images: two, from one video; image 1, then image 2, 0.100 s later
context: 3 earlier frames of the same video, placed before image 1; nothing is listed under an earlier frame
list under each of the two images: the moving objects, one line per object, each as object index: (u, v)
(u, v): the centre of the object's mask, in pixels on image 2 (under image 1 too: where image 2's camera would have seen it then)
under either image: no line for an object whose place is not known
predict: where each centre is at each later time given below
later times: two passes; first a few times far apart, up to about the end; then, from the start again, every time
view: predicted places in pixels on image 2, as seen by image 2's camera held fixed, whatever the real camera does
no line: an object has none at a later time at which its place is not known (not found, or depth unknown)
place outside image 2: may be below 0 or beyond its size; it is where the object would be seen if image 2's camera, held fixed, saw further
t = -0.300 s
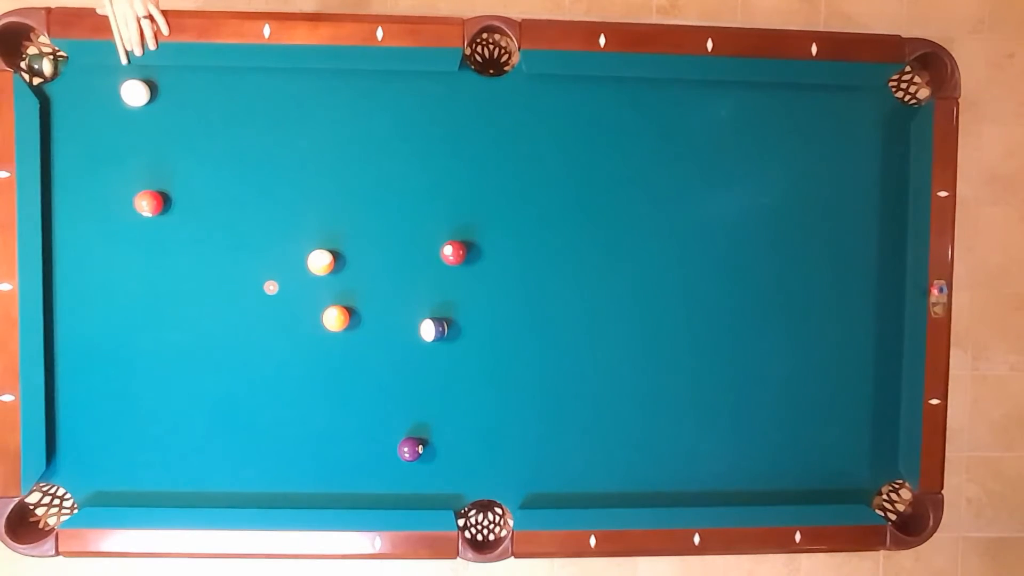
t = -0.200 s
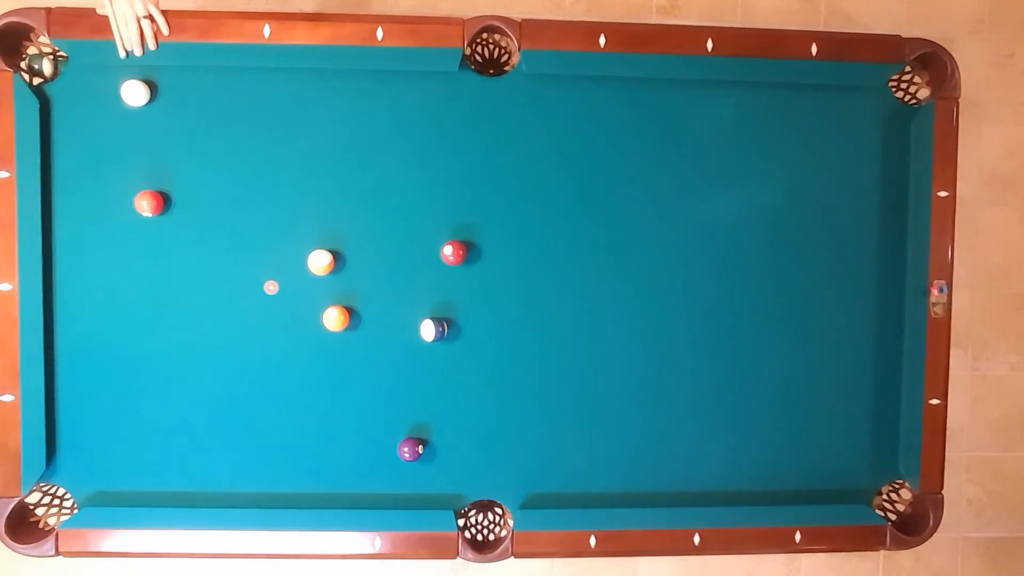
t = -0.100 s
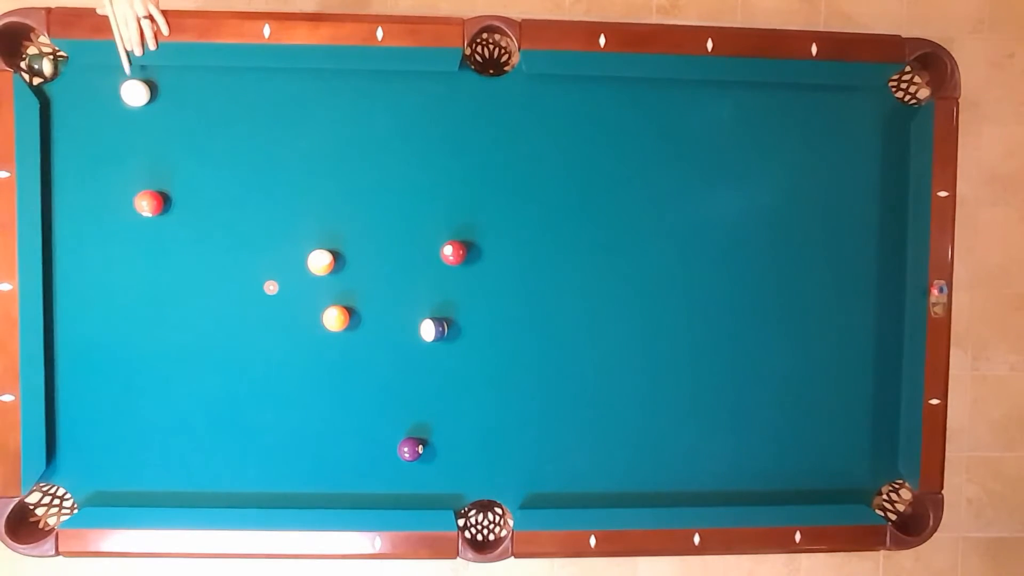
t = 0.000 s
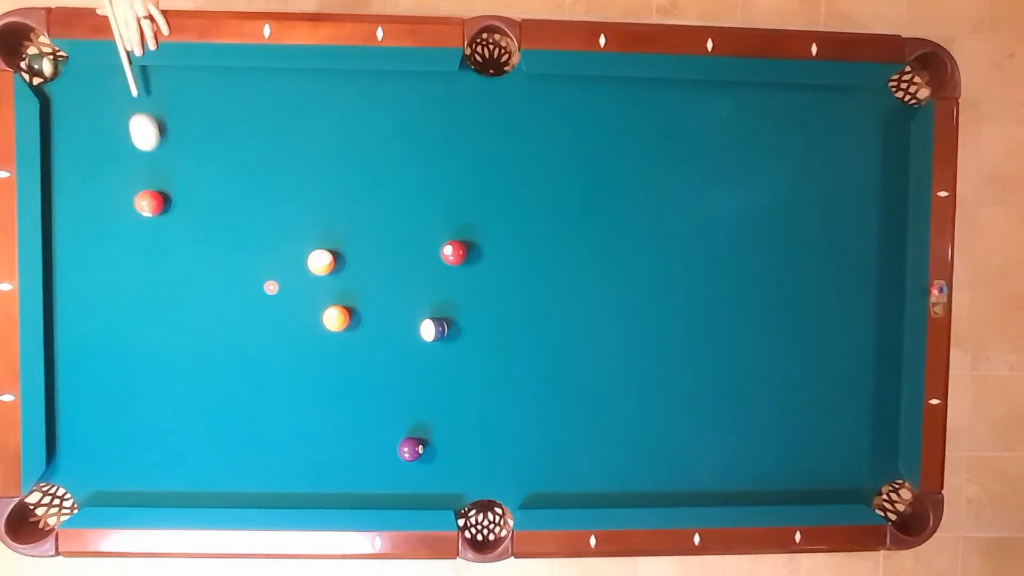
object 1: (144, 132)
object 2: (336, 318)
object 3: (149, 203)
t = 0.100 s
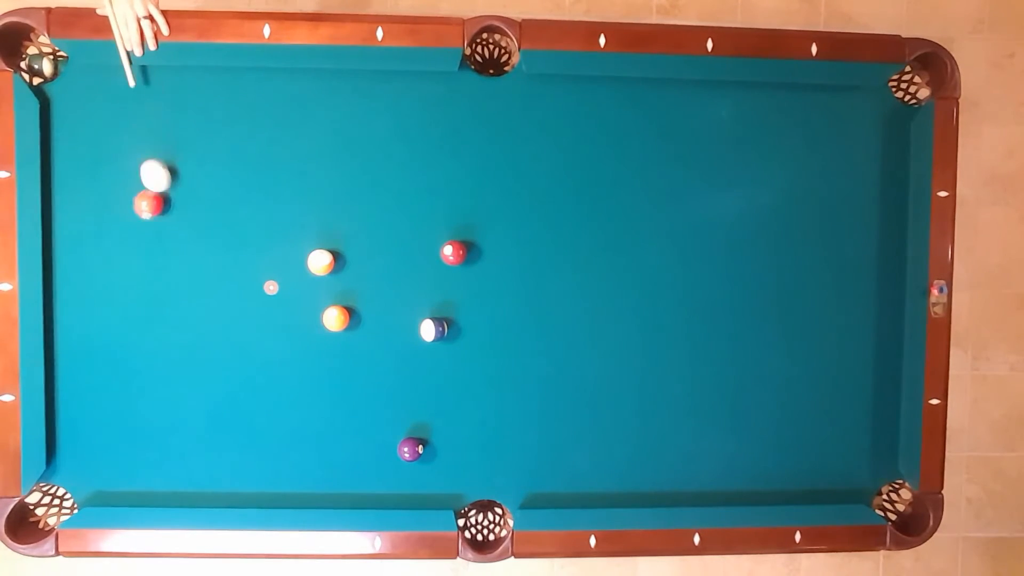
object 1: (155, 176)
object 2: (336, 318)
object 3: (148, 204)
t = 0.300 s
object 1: (192, 204)
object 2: (336, 318)
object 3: (135, 260)
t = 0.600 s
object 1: (243, 247)
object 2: (336, 318)
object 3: (119, 330)
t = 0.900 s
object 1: (290, 289)
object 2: (336, 318)
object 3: (104, 396)
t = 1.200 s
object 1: (314, 316)
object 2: (353, 327)
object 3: (90, 458)
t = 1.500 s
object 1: (319, 331)
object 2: (382, 341)
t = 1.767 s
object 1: (323, 342)
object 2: (405, 353)
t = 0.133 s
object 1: (162, 181)
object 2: (336, 318)
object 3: (146, 214)
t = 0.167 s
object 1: (168, 184)
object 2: (336, 318)
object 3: (144, 225)
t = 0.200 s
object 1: (174, 188)
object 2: (336, 318)
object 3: (142, 235)
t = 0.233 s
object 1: (180, 193)
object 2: (336, 318)
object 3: (139, 243)
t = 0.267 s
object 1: (186, 198)
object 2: (336, 318)
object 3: (137, 252)
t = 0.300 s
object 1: (192, 204)
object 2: (336, 318)
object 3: (135, 260)
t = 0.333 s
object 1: (198, 209)
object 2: (336, 318)
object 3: (133, 268)
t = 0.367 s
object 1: (204, 213)
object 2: (336, 318)
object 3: (131, 276)
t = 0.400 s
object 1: (209, 218)
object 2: (336, 318)
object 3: (130, 284)
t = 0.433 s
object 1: (215, 223)
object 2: (336, 318)
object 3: (128, 292)
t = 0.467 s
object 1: (221, 228)
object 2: (336, 318)
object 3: (126, 300)
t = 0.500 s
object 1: (226, 233)
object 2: (336, 318)
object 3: (124, 308)
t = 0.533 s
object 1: (232, 238)
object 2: (336, 318)
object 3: (122, 315)
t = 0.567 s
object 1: (237, 243)
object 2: (336, 318)
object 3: (121, 323)
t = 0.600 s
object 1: (243, 247)
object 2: (336, 318)
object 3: (119, 330)
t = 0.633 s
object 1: (248, 252)
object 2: (336, 318)
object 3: (117, 338)
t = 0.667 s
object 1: (254, 257)
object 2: (336, 318)
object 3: (115, 346)
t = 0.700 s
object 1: (259, 261)
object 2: (336, 318)
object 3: (113, 353)
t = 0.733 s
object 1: (264, 266)
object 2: (336, 318)
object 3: (112, 360)
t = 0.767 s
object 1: (269, 271)
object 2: (336, 318)
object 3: (110, 368)
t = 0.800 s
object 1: (275, 275)
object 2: (336, 318)
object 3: (109, 375)
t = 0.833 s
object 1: (280, 280)
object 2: (336, 318)
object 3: (107, 382)
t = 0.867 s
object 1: (285, 284)
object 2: (336, 318)
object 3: (105, 389)
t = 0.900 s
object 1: (290, 289)
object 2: (336, 318)
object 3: (104, 396)
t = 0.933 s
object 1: (296, 293)
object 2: (336, 318)
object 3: (102, 404)
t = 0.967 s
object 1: (301, 297)
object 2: (336, 318)
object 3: (101, 411)
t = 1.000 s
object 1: (306, 302)
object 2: (336, 318)
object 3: (99, 418)
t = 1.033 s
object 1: (310, 306)
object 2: (336, 318)
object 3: (97, 424)
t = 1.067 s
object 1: (312, 309)
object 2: (339, 320)
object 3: (96, 431)
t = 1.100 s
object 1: (313, 311)
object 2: (343, 322)
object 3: (94, 438)
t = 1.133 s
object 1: (313, 313)
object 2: (347, 324)
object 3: (93, 445)
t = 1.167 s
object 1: (314, 315)
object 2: (351, 326)
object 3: (91, 452)
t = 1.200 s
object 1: (314, 316)
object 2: (353, 327)
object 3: (90, 458)
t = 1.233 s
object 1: (315, 318)
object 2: (357, 329)
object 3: (88, 465)
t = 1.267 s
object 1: (315, 320)
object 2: (360, 331)
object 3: (87, 471)
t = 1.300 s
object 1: (316, 322)
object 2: (363, 332)
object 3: (85, 478)
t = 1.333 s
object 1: (317, 324)
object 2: (366, 334)
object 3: (84, 484)
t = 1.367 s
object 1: (317, 325)
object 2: (370, 335)
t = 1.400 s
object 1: (318, 327)
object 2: (373, 337)
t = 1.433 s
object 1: (318, 328)
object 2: (376, 339)
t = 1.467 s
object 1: (319, 330)
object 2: (379, 340)
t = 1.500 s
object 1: (319, 331)
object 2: (382, 341)
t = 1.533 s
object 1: (320, 333)
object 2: (385, 343)
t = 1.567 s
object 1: (320, 334)
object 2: (388, 345)
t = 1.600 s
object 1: (321, 336)
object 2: (391, 346)
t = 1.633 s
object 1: (321, 337)
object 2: (394, 347)
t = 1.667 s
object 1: (322, 338)
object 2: (396, 349)
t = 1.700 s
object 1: (323, 339)
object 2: (399, 350)
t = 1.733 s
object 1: (323, 341)
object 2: (402, 351)
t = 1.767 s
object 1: (323, 342)
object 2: (405, 353)
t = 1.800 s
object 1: (324, 343)
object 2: (408, 354)
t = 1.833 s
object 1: (324, 344)
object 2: (410, 355)
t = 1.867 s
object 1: (324, 345)
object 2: (413, 357)
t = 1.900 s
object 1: (324, 346)
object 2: (415, 358)
